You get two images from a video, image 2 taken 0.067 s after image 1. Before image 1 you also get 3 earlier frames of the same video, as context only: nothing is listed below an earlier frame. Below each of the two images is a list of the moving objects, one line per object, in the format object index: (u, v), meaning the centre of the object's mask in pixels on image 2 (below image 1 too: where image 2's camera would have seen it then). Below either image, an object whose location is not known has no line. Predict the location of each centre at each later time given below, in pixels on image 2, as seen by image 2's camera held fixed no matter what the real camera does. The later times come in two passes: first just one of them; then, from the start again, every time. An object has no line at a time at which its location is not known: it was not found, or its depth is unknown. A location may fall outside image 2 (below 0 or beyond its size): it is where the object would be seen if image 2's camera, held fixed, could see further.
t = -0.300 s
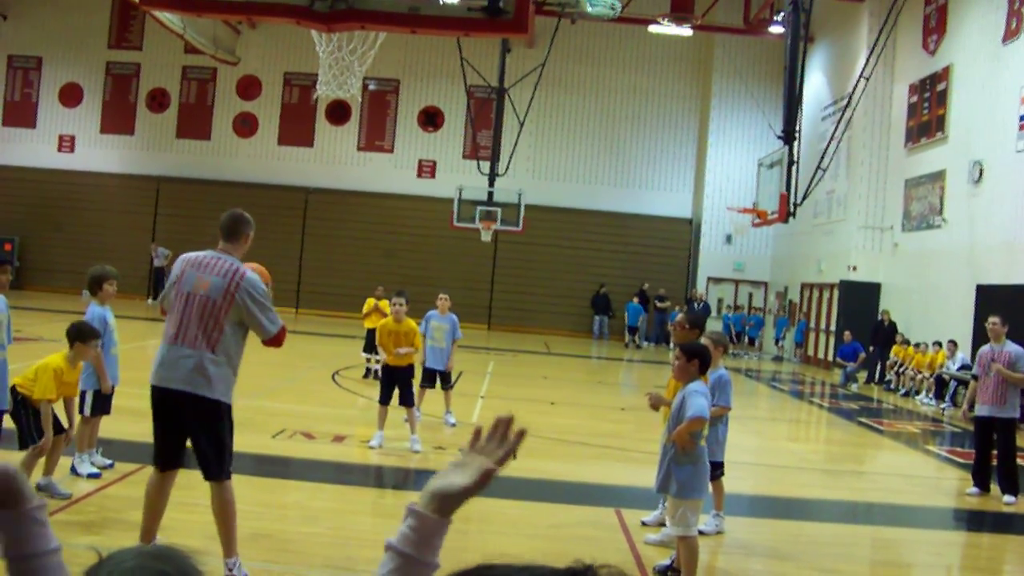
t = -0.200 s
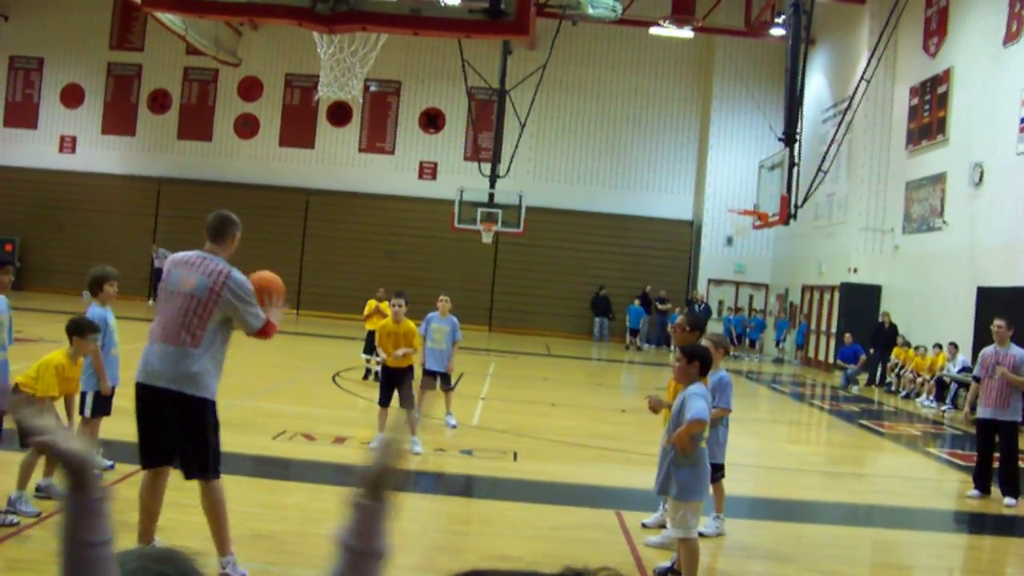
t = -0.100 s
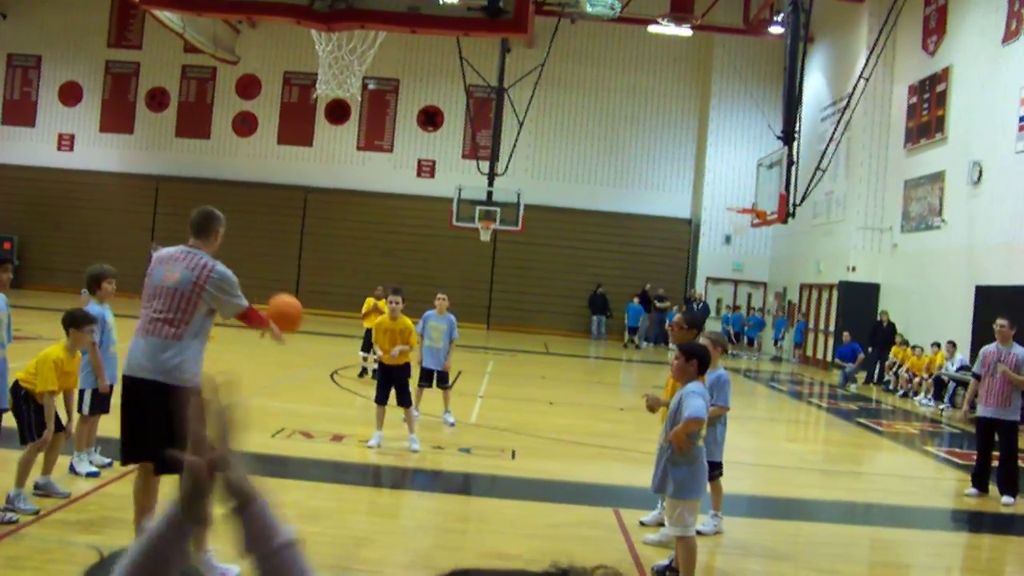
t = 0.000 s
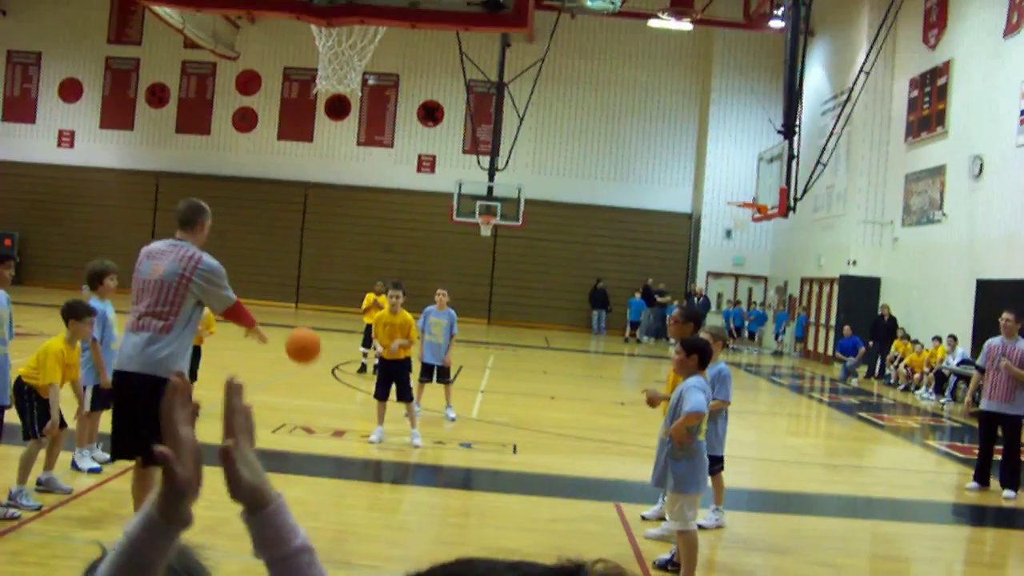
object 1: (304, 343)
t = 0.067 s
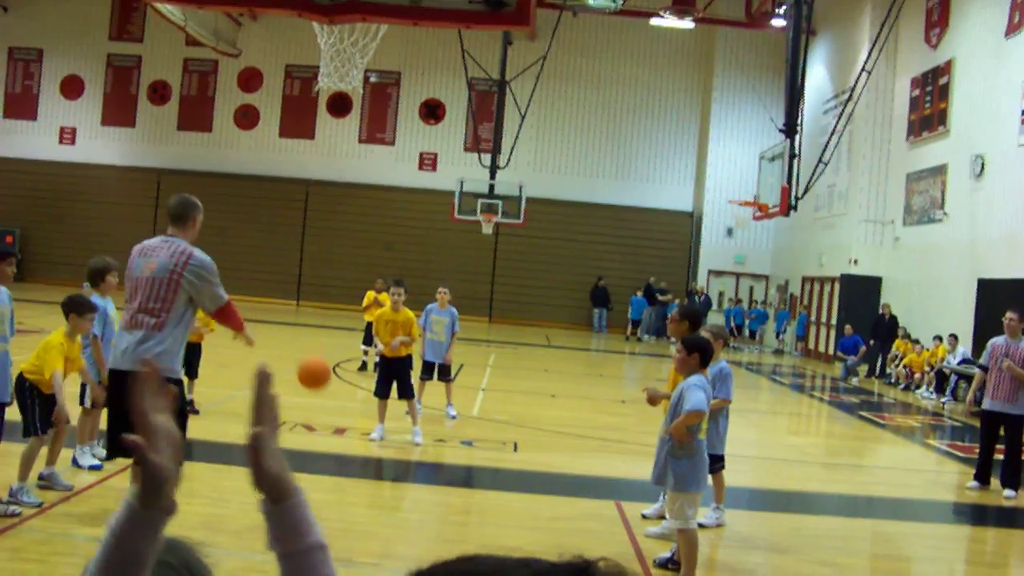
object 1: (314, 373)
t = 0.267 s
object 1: (338, 453)
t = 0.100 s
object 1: (318, 388)
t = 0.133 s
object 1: (328, 406)
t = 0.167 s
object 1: (323, 423)
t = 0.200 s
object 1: (332, 443)
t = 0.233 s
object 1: (334, 462)
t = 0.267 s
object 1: (338, 453)
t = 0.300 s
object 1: (341, 432)
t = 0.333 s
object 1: (344, 412)
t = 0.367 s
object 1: (347, 397)
